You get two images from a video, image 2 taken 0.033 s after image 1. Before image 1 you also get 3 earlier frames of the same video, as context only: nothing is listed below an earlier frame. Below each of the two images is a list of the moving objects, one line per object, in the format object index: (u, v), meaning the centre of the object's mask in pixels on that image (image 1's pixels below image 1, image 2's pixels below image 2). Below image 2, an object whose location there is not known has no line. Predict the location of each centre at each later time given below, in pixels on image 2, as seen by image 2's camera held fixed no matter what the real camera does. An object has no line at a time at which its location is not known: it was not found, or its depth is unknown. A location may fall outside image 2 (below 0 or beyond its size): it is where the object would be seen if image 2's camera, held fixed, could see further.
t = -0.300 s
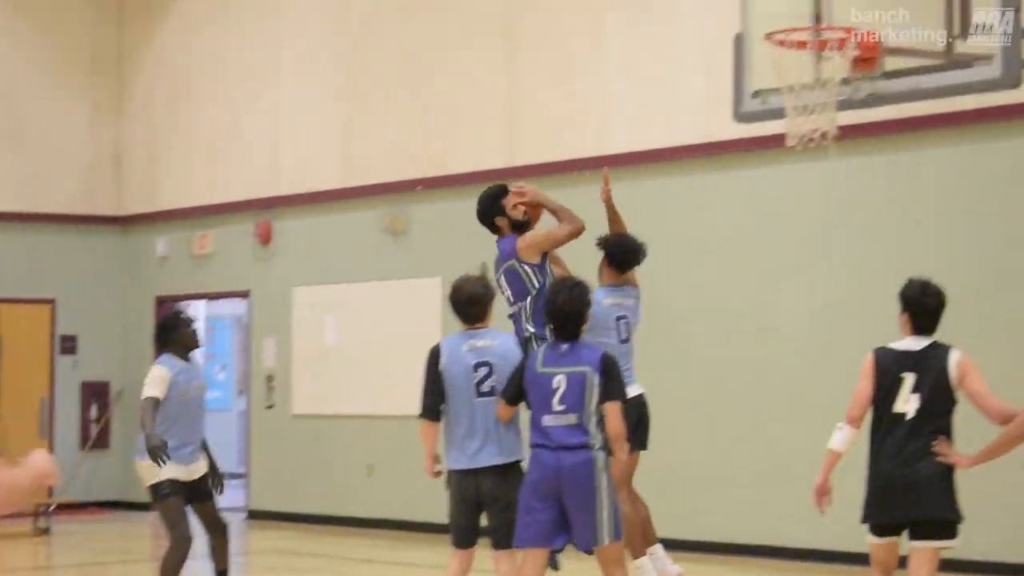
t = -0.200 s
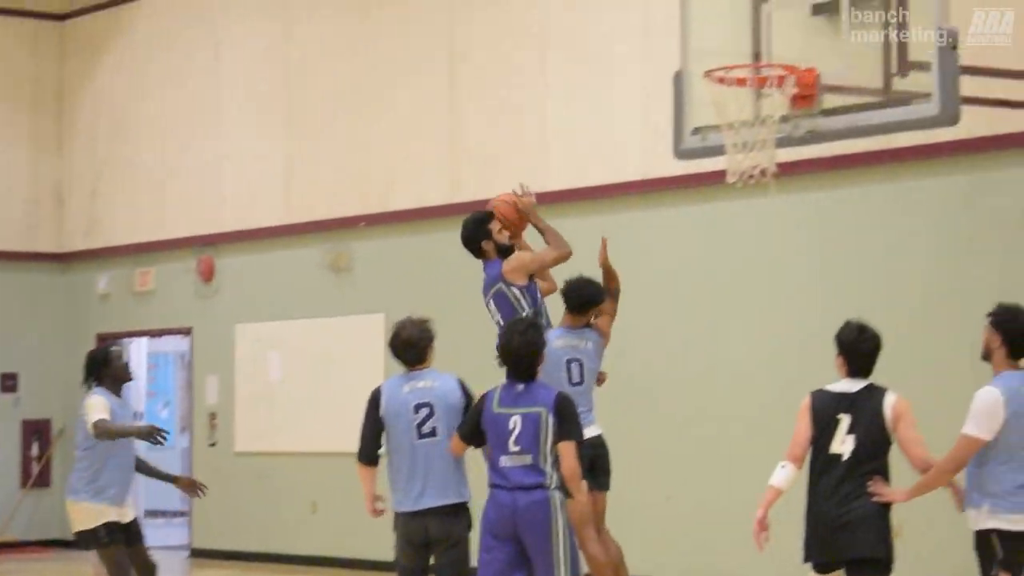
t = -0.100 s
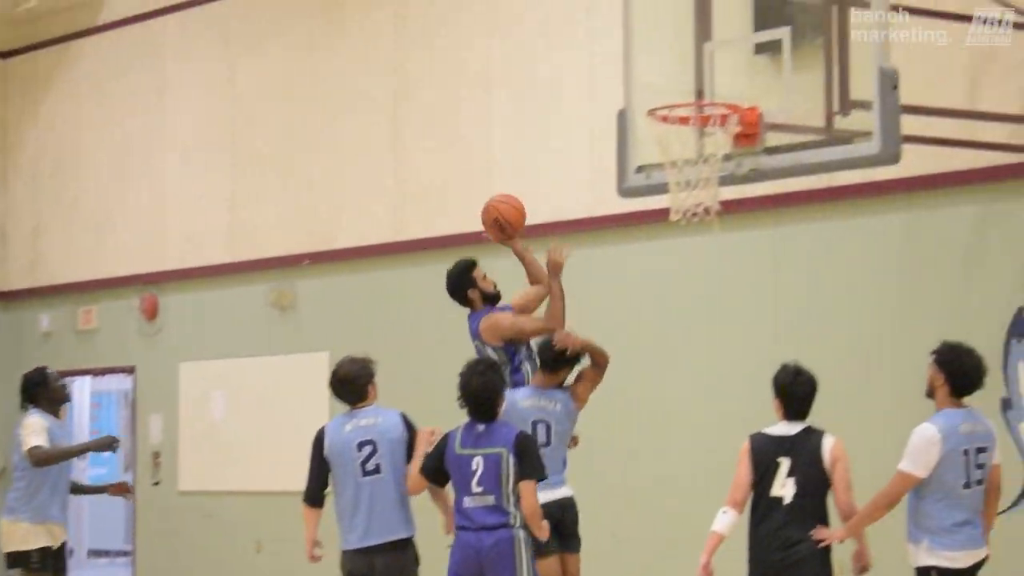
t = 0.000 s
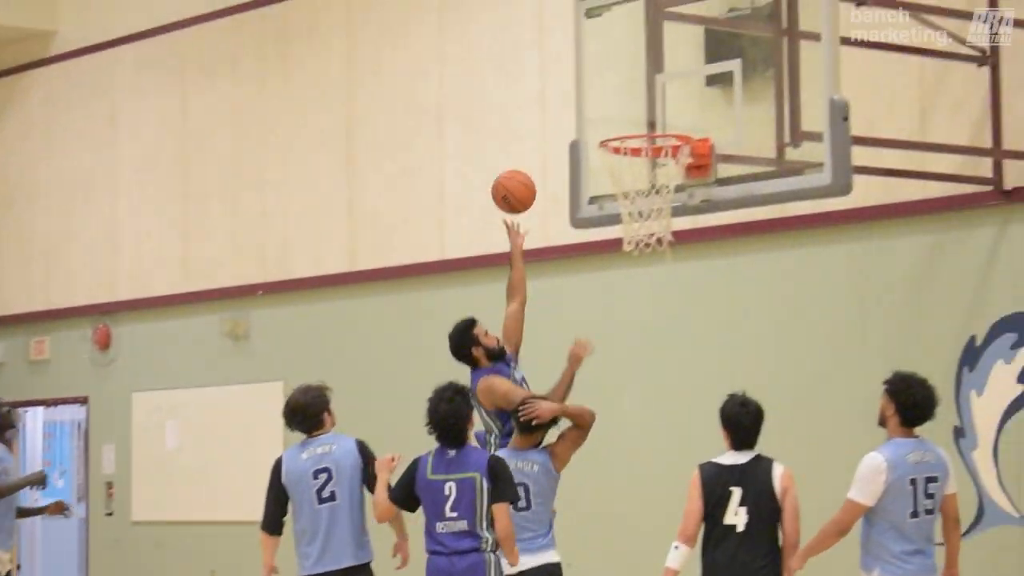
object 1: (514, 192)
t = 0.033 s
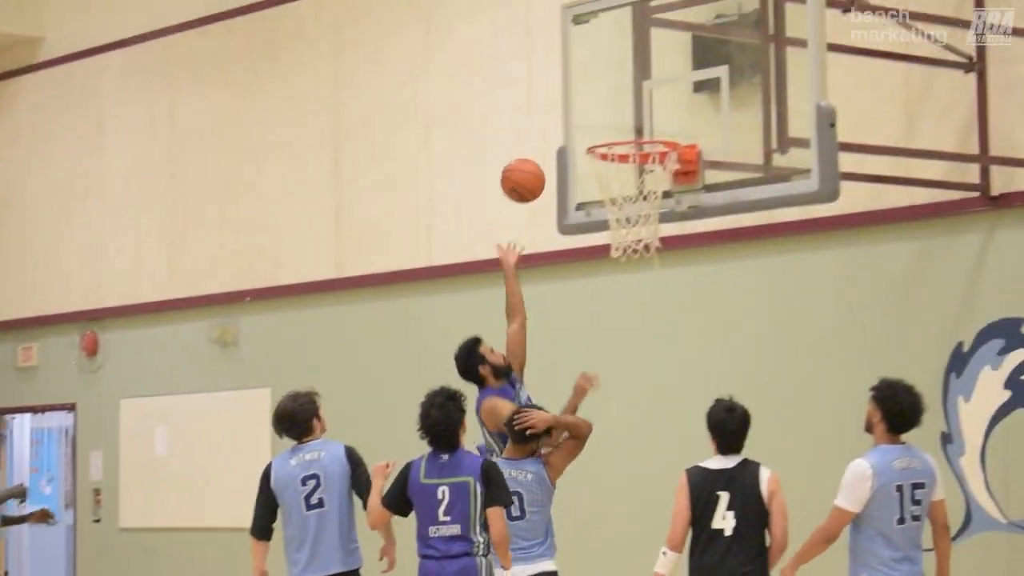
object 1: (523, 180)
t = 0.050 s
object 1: (534, 172)
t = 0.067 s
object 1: (545, 164)
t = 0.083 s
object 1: (556, 157)
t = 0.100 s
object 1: (567, 151)
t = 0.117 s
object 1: (576, 144)
